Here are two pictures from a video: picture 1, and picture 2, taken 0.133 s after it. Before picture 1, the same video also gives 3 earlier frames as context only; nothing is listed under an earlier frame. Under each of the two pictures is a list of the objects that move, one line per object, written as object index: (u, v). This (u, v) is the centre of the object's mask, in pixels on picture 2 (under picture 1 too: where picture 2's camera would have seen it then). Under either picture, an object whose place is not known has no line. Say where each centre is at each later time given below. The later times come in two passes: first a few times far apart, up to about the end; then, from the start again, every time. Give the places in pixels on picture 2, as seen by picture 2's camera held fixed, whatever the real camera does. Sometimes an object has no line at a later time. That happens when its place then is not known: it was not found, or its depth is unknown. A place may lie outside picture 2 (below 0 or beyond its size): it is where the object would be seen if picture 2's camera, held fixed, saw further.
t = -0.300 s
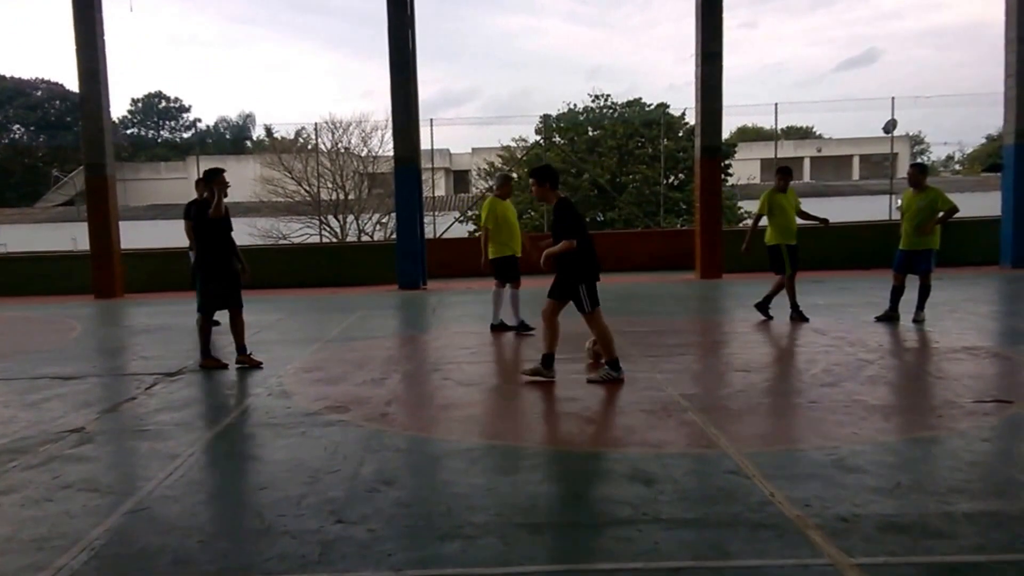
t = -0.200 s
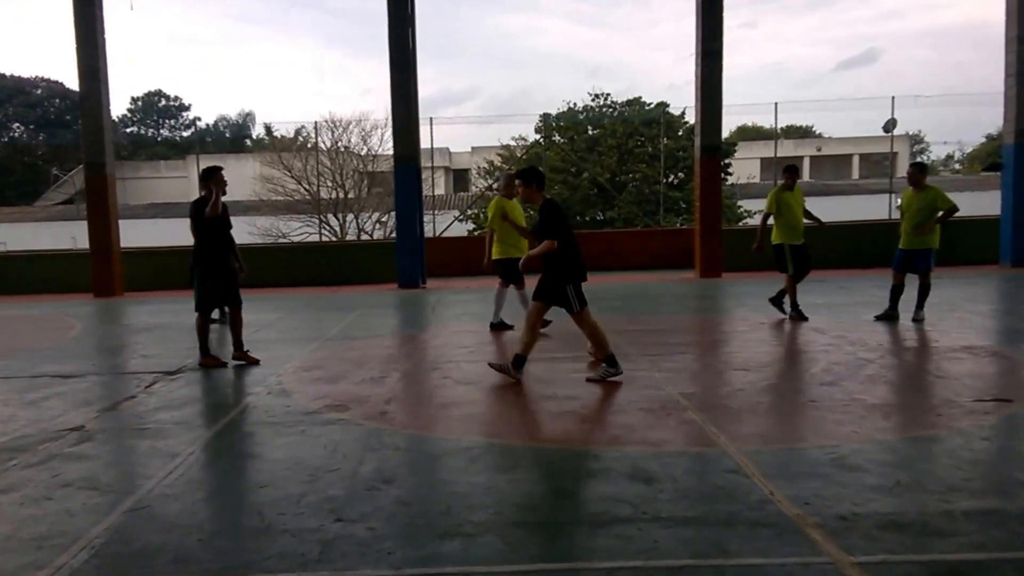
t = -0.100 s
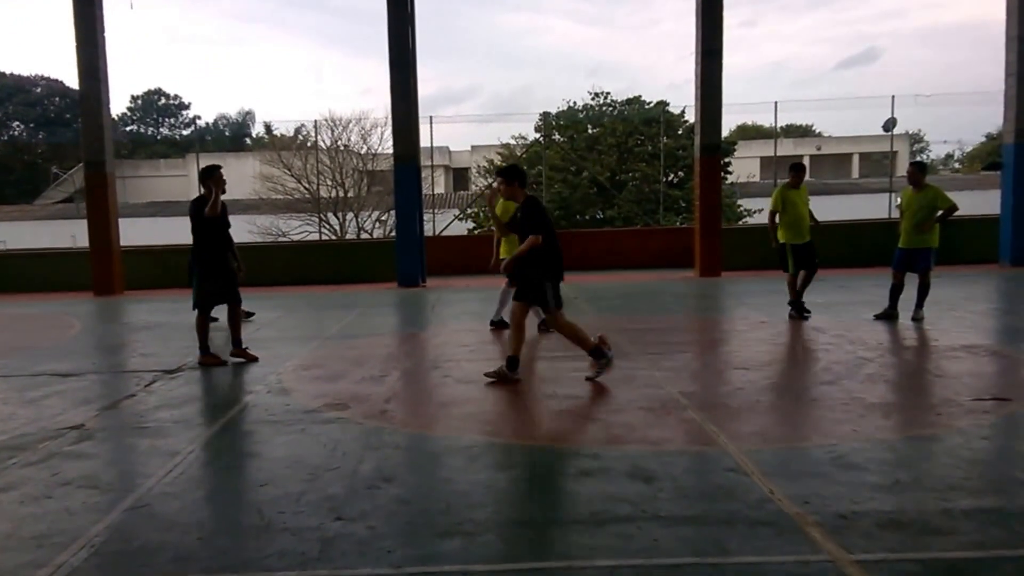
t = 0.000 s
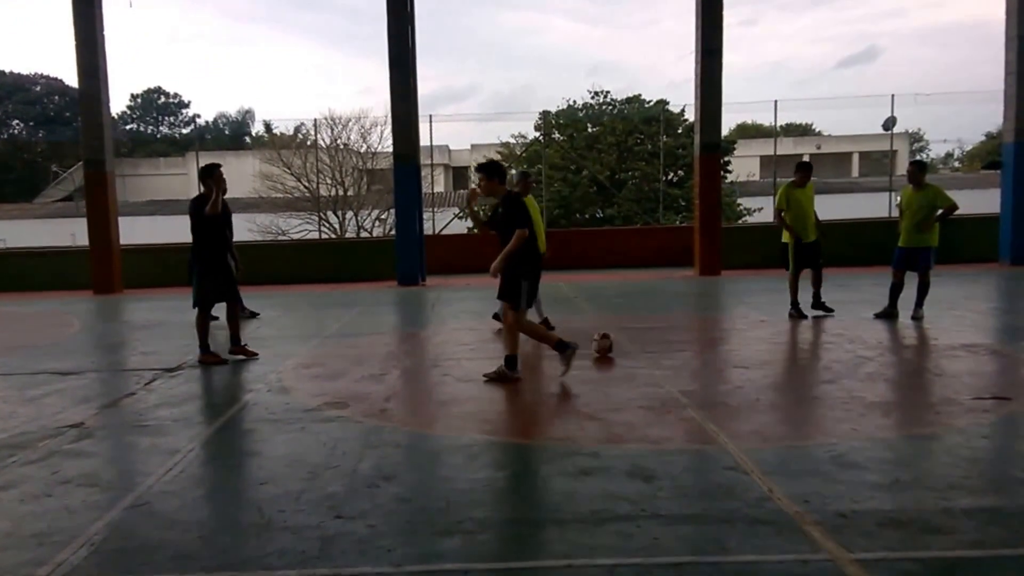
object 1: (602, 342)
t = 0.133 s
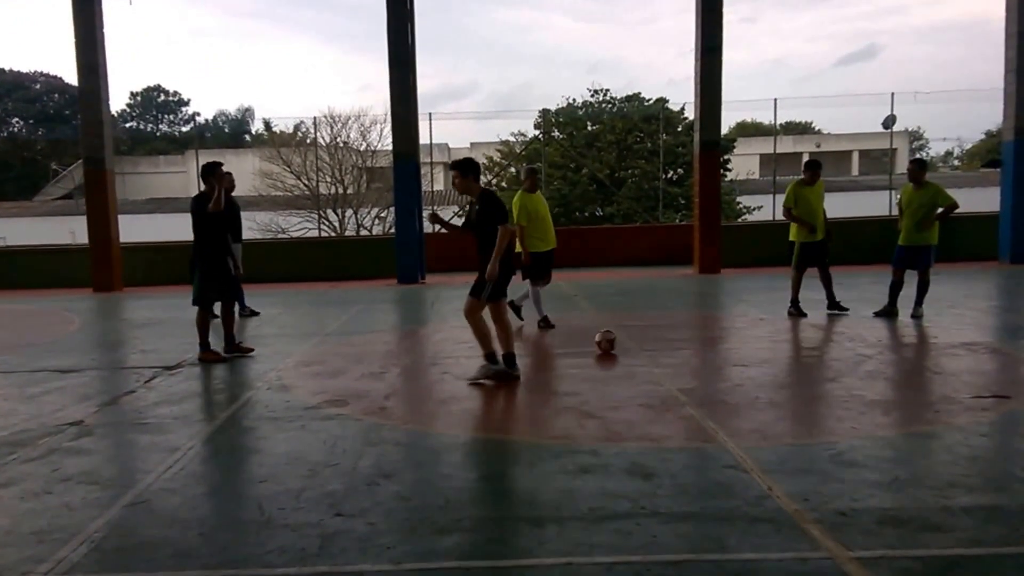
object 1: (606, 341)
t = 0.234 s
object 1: (608, 340)
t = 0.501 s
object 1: (613, 338)
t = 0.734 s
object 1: (617, 336)
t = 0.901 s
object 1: (621, 335)
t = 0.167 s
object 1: (606, 340)
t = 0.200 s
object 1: (607, 340)
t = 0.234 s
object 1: (608, 340)
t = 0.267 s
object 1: (609, 340)
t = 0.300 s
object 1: (609, 339)
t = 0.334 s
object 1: (610, 339)
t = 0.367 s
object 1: (611, 339)
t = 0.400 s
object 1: (612, 339)
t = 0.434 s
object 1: (612, 338)
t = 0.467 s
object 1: (613, 338)
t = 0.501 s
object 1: (613, 338)
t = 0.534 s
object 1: (614, 337)
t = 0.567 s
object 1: (614, 337)
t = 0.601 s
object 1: (615, 337)
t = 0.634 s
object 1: (615, 337)
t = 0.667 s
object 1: (616, 337)
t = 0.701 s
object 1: (617, 336)
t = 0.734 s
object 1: (617, 336)
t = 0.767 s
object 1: (618, 336)
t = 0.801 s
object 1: (619, 336)
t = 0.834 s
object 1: (620, 335)
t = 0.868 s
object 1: (620, 335)
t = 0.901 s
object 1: (621, 335)
